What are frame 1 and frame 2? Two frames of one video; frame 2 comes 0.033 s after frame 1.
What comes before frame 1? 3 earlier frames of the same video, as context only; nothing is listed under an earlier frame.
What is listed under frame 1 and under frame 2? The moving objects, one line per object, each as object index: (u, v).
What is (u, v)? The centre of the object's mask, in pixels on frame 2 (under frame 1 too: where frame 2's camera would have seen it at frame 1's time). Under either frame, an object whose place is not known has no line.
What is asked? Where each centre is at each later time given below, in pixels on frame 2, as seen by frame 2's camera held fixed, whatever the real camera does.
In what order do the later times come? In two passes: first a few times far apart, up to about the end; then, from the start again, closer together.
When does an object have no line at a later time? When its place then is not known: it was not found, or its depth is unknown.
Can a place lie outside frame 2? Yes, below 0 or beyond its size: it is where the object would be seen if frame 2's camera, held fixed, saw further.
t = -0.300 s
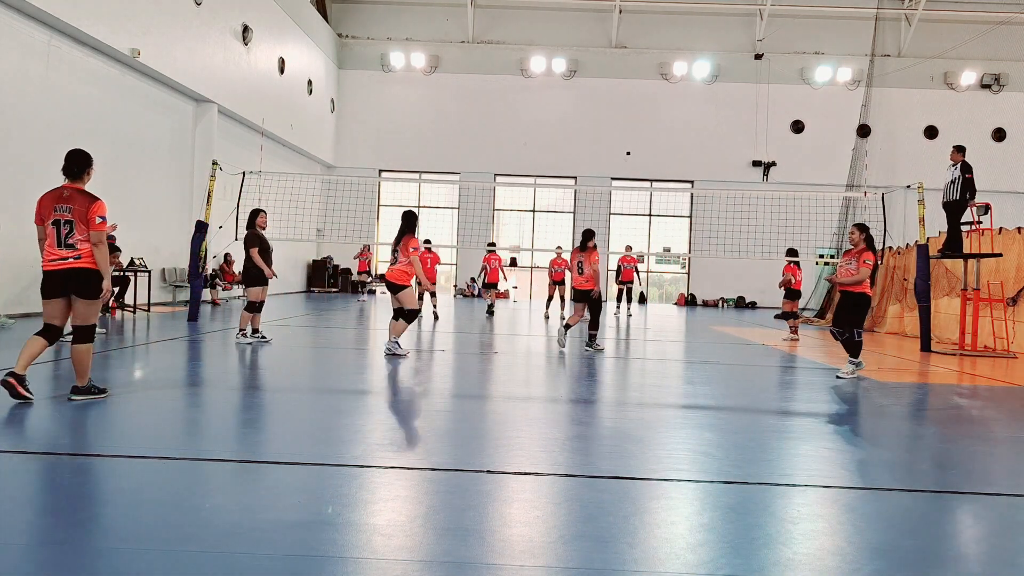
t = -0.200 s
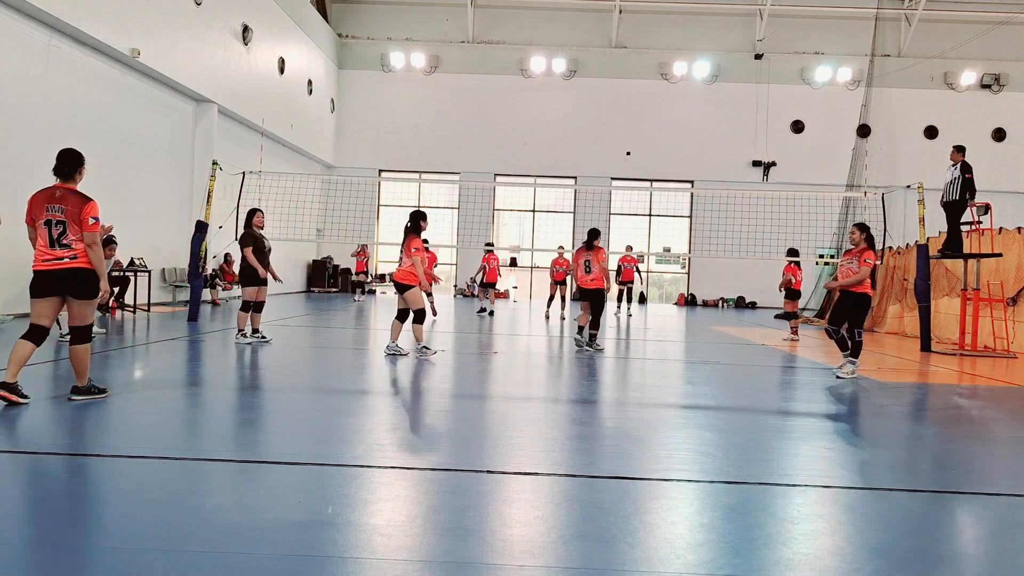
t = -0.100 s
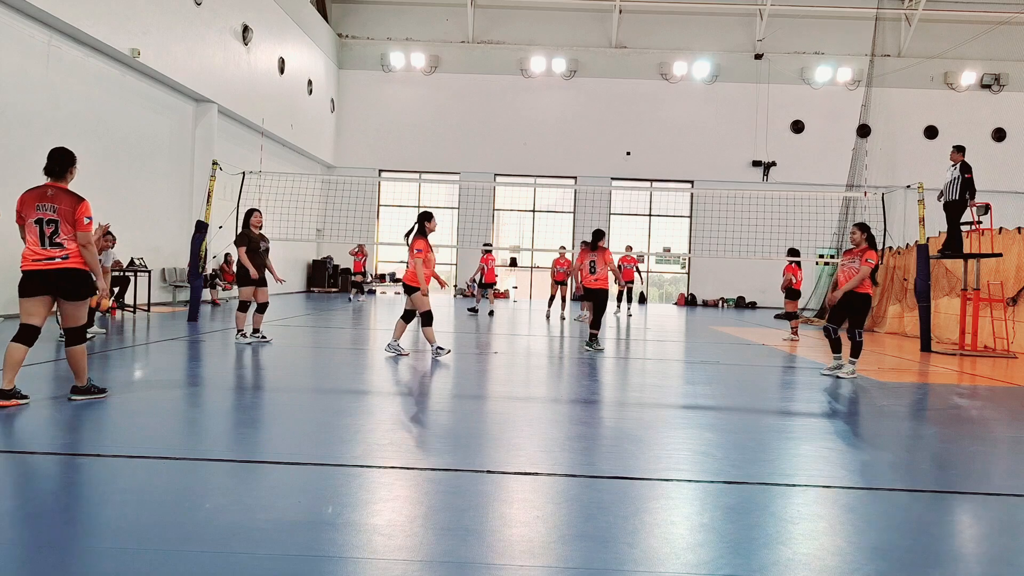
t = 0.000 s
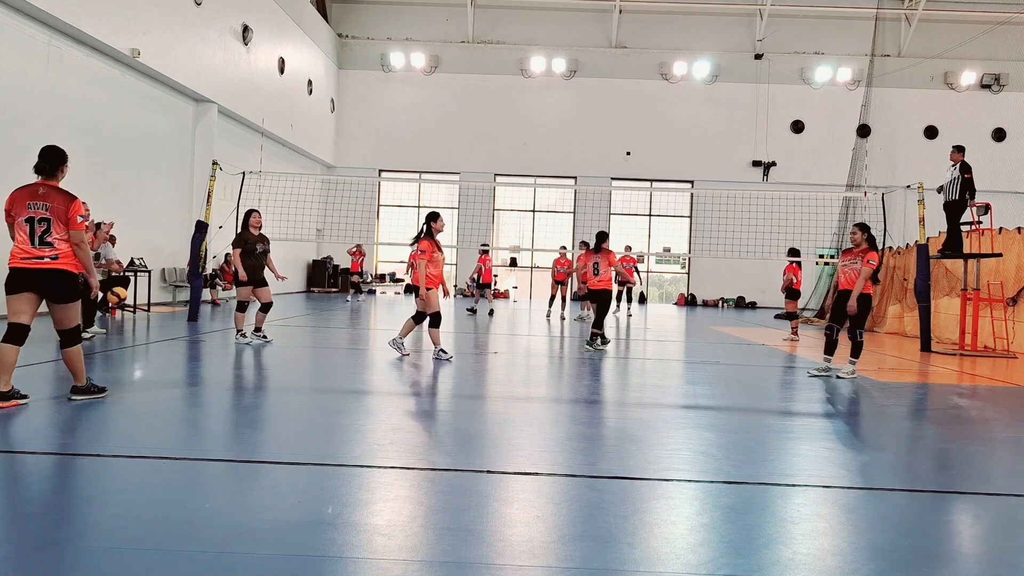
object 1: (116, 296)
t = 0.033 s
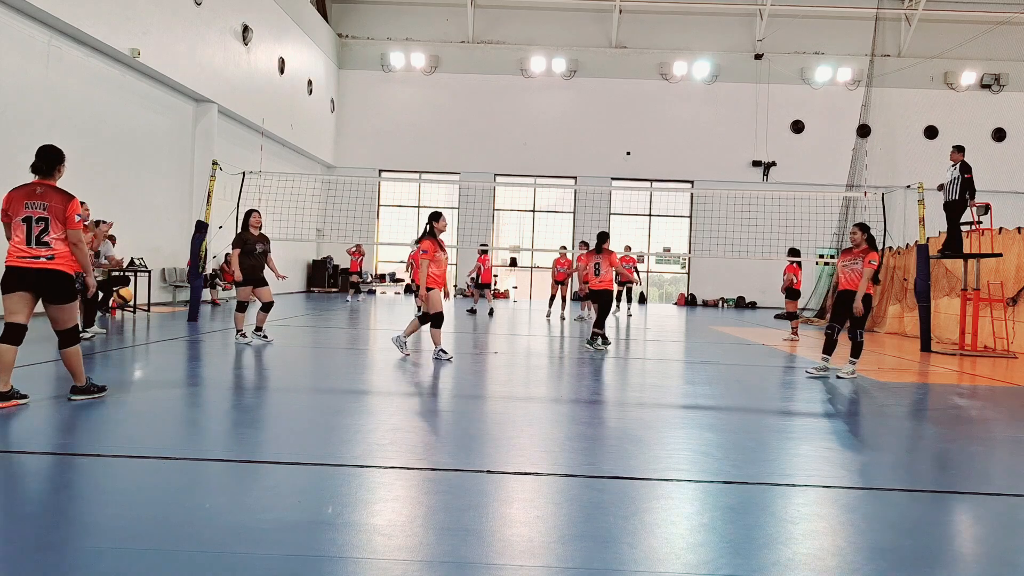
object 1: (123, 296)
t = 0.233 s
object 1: (162, 311)
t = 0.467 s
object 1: (201, 327)
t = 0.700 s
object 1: (234, 319)
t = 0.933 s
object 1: (270, 359)
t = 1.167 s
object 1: (315, 343)
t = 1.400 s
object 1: (365, 378)
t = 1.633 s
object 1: (425, 371)
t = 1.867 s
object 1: (493, 396)
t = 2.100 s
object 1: (573, 421)
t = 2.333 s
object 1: (672, 437)
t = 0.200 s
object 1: (155, 305)
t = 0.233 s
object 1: (162, 311)
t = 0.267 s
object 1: (168, 317)
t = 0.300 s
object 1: (174, 325)
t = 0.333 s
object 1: (181, 335)
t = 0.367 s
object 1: (187, 345)
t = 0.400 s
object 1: (192, 339)
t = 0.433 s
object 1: (196, 332)
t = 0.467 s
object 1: (201, 327)
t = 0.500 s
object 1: (205, 322)
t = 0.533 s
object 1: (210, 319)
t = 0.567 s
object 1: (215, 317)
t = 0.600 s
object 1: (220, 316)
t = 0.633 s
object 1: (224, 315)
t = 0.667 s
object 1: (229, 317)
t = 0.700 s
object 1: (234, 319)
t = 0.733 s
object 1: (239, 323)
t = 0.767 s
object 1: (244, 328)
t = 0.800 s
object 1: (249, 335)
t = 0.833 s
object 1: (254, 343)
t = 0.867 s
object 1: (259, 352)
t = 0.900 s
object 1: (264, 362)
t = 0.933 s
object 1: (270, 359)
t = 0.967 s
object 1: (277, 353)
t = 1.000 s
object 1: (282, 348)
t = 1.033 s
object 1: (289, 344)
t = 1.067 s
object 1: (295, 341)
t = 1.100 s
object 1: (302, 340)
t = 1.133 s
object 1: (309, 341)
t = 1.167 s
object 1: (315, 343)
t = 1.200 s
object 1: (322, 346)
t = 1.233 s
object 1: (328, 350)
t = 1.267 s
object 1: (336, 356)
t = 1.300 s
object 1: (343, 364)
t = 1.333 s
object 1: (350, 375)
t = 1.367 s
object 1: (358, 384)
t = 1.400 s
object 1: (365, 378)
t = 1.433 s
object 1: (373, 372)
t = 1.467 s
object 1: (382, 368)
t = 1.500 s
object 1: (390, 365)
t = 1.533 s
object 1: (398, 364)
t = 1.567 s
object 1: (407, 364)
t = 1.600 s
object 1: (416, 367)
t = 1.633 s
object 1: (425, 371)
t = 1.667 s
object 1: (434, 376)
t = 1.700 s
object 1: (443, 384)
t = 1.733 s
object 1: (452, 393)
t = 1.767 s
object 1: (462, 406)
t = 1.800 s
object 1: (472, 405)
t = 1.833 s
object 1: (482, 400)
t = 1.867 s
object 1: (493, 396)
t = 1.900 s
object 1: (503, 393)
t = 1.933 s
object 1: (514, 393)
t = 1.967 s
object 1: (526, 394)
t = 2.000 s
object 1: (538, 398)
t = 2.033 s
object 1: (549, 404)
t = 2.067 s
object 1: (562, 412)
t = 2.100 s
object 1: (573, 421)
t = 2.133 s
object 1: (586, 433)
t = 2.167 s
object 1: (599, 432)
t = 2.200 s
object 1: (613, 429)
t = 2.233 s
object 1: (628, 428)
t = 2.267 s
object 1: (642, 429)
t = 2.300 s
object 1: (657, 432)
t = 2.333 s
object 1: (672, 437)
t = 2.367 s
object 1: (688, 444)
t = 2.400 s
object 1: (704, 454)
